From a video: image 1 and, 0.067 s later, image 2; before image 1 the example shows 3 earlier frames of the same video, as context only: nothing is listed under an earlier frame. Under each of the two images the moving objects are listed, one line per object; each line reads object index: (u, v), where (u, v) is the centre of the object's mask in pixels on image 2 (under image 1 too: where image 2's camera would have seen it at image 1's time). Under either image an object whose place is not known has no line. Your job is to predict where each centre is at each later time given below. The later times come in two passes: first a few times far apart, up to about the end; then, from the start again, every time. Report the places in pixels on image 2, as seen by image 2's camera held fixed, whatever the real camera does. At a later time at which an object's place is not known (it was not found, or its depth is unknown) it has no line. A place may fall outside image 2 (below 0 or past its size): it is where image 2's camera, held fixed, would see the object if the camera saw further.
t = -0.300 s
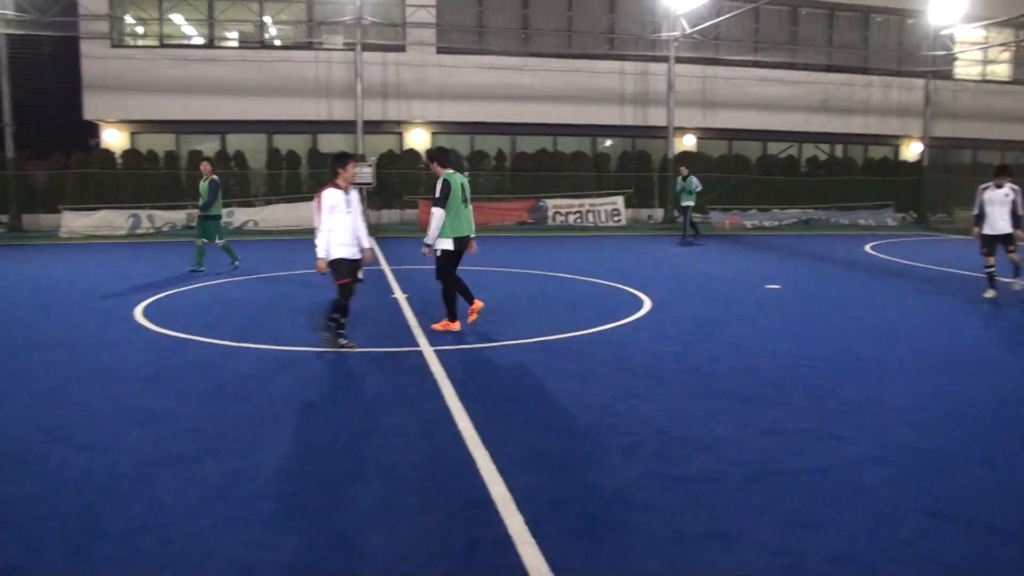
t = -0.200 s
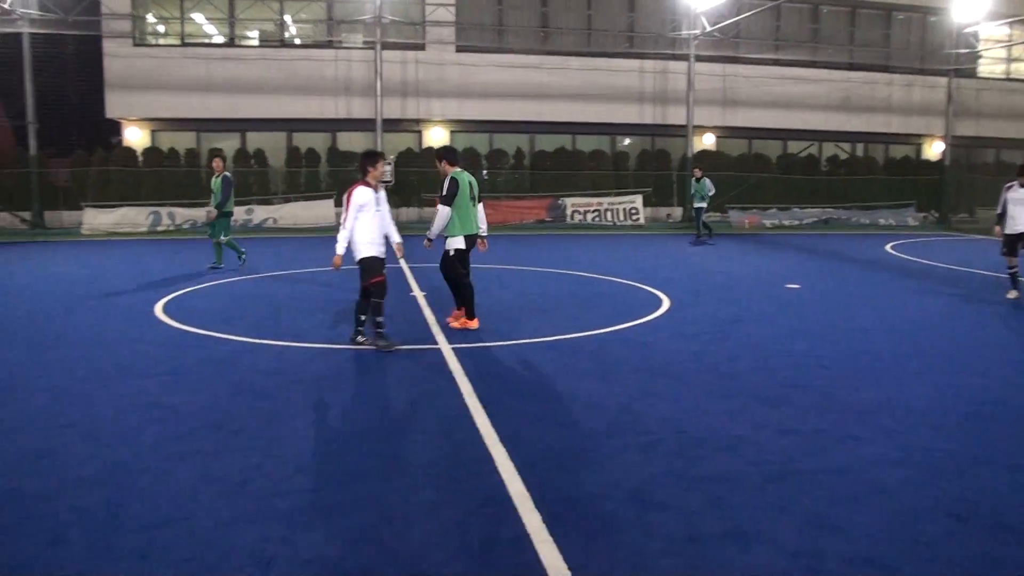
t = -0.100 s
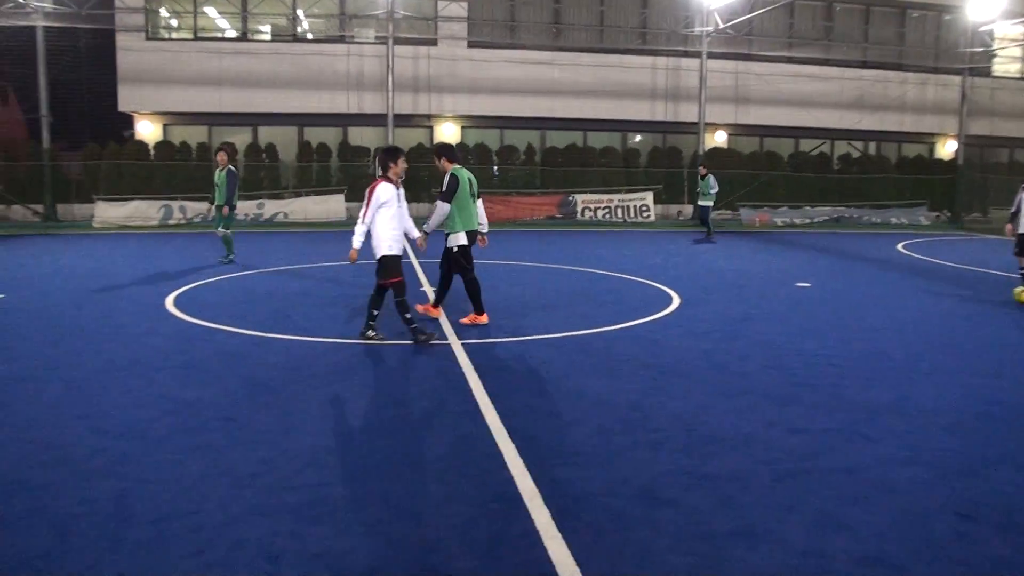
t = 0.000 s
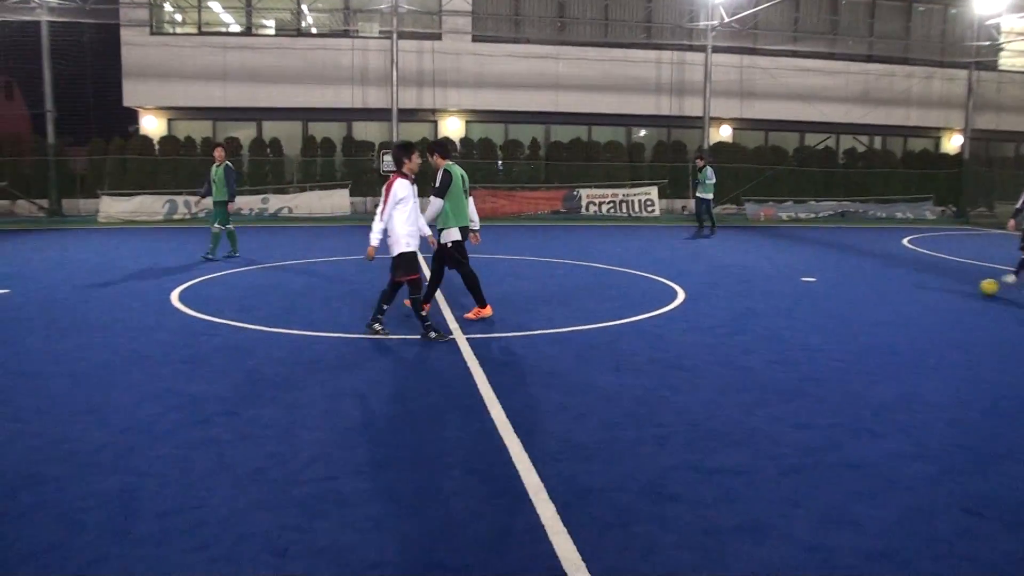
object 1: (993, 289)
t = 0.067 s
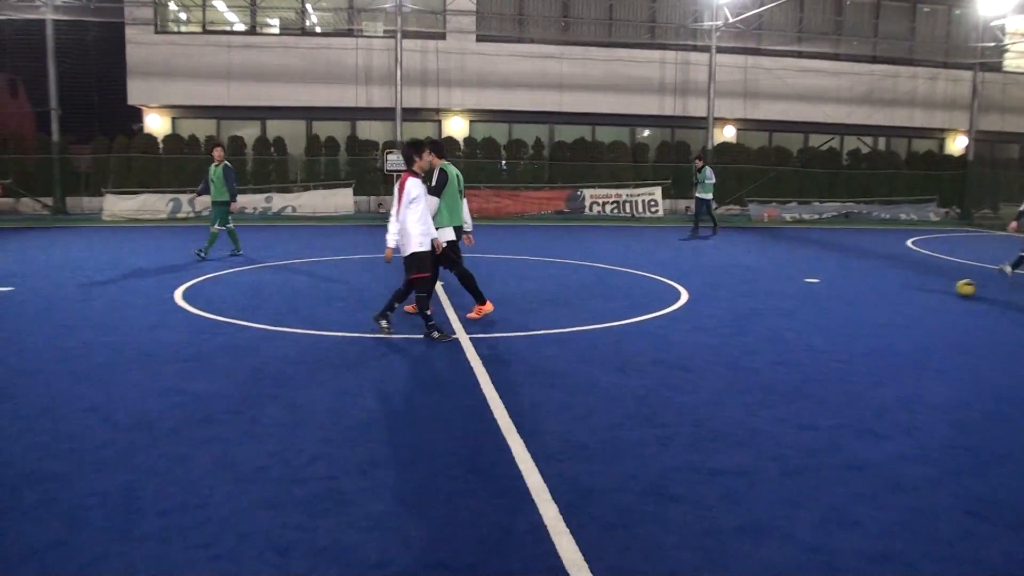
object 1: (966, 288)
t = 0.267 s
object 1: (891, 283)
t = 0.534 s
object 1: (798, 279)
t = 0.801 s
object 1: (712, 274)
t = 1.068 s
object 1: (632, 269)
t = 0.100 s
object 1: (953, 287)
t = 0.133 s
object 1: (940, 286)
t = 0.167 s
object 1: (927, 285)
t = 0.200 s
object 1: (915, 285)
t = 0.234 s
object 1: (902, 284)
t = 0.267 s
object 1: (891, 283)
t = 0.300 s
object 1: (879, 283)
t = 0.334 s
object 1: (867, 282)
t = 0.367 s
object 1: (855, 282)
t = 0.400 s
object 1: (844, 281)
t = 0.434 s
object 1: (832, 281)
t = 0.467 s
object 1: (821, 279)
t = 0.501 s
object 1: (809, 279)
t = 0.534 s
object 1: (798, 279)
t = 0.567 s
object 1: (787, 278)
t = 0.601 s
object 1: (776, 277)
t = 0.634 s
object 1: (764, 277)
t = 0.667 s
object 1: (754, 276)
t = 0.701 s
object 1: (744, 275)
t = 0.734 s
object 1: (733, 275)
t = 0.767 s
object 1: (722, 274)
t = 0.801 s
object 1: (712, 274)
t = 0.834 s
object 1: (702, 273)
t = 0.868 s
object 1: (692, 272)
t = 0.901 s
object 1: (682, 273)
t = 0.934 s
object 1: (671, 271)
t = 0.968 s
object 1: (662, 271)
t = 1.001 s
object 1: (651, 271)
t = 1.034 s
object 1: (642, 270)
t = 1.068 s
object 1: (632, 269)
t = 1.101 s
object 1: (621, 269)
